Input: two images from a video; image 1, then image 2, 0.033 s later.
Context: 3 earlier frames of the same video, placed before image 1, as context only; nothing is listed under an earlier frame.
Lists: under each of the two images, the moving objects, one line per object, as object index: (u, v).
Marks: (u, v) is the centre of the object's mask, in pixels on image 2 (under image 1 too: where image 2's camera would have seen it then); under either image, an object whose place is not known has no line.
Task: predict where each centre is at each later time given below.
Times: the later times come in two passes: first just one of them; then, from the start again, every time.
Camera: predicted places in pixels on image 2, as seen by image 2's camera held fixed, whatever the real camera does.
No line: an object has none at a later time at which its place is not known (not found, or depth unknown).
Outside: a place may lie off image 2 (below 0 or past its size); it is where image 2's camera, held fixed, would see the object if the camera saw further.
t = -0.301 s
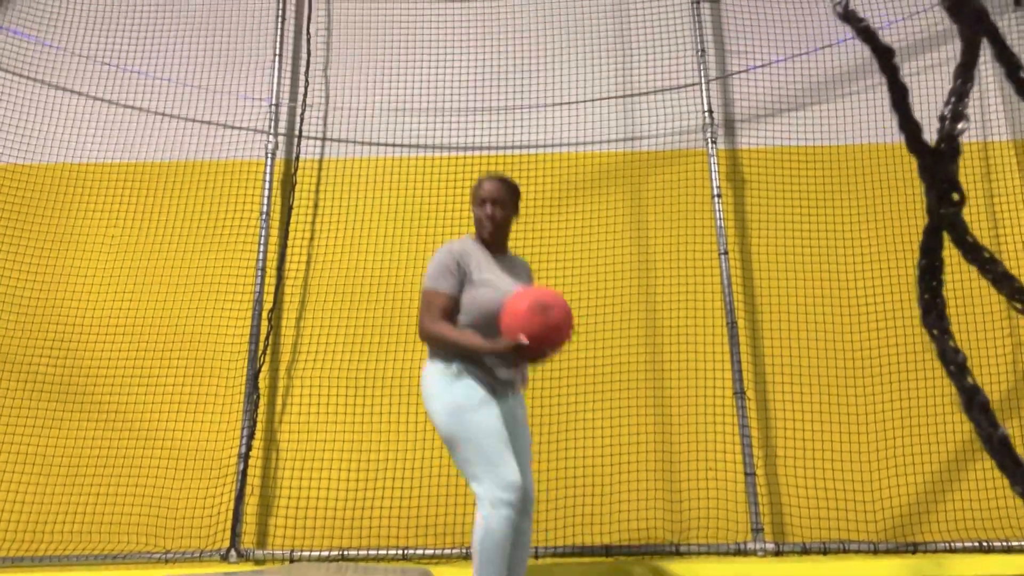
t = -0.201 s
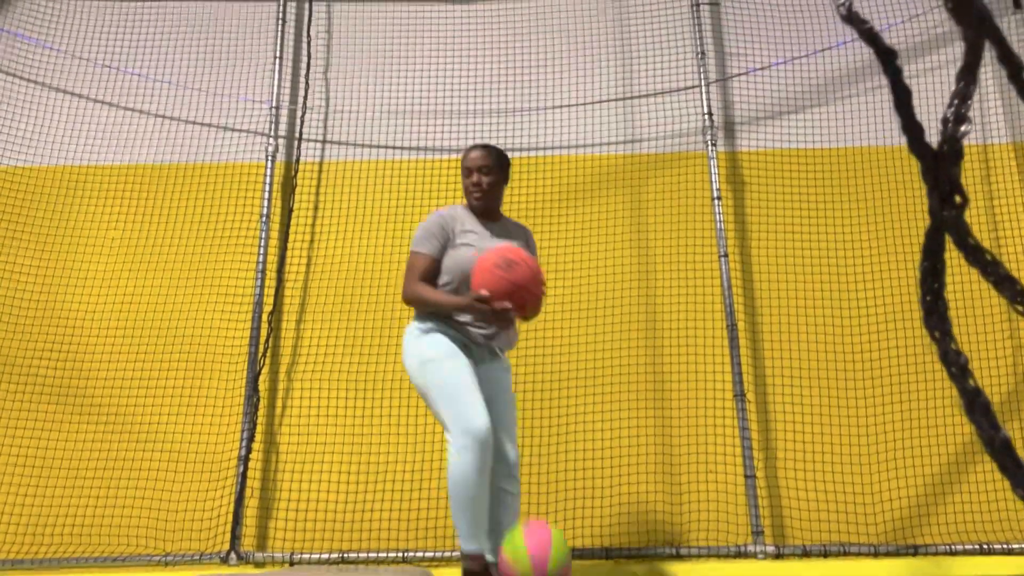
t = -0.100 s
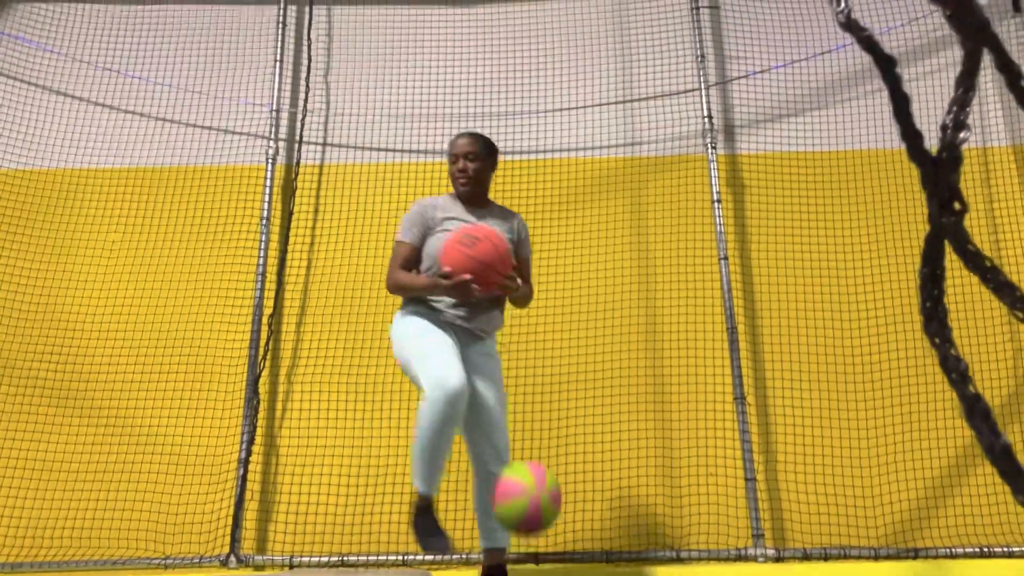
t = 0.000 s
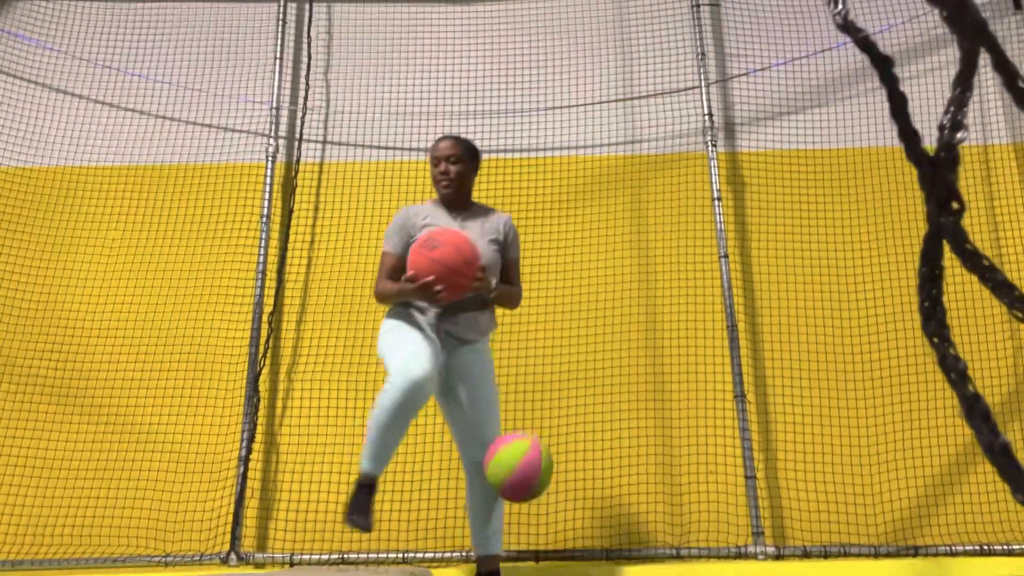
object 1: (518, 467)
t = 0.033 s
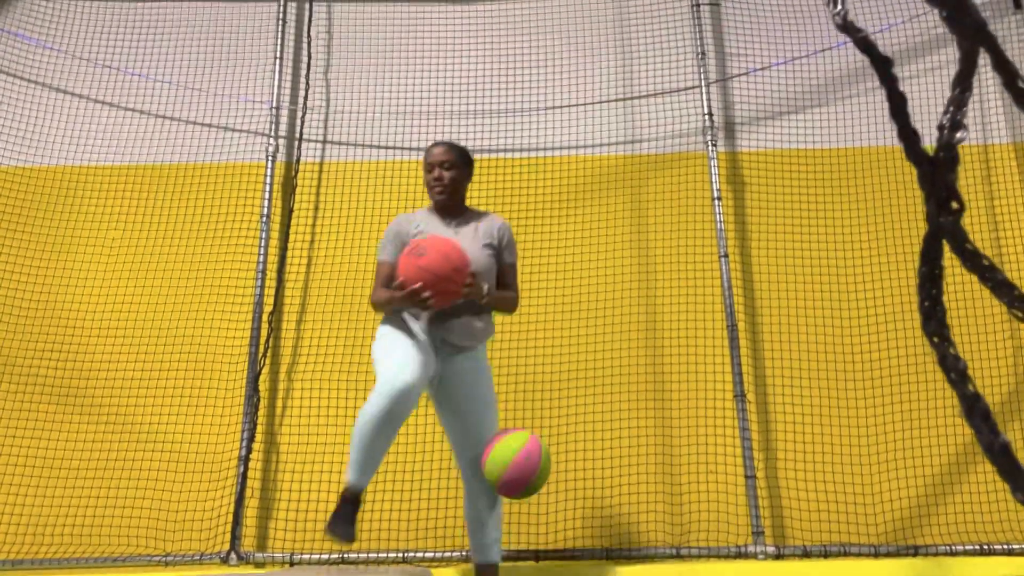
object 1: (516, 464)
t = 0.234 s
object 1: (509, 520)
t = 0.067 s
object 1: (514, 464)
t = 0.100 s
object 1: (513, 469)
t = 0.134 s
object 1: (512, 476)
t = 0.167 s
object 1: (509, 490)
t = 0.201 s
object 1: (509, 501)
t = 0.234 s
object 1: (509, 520)
